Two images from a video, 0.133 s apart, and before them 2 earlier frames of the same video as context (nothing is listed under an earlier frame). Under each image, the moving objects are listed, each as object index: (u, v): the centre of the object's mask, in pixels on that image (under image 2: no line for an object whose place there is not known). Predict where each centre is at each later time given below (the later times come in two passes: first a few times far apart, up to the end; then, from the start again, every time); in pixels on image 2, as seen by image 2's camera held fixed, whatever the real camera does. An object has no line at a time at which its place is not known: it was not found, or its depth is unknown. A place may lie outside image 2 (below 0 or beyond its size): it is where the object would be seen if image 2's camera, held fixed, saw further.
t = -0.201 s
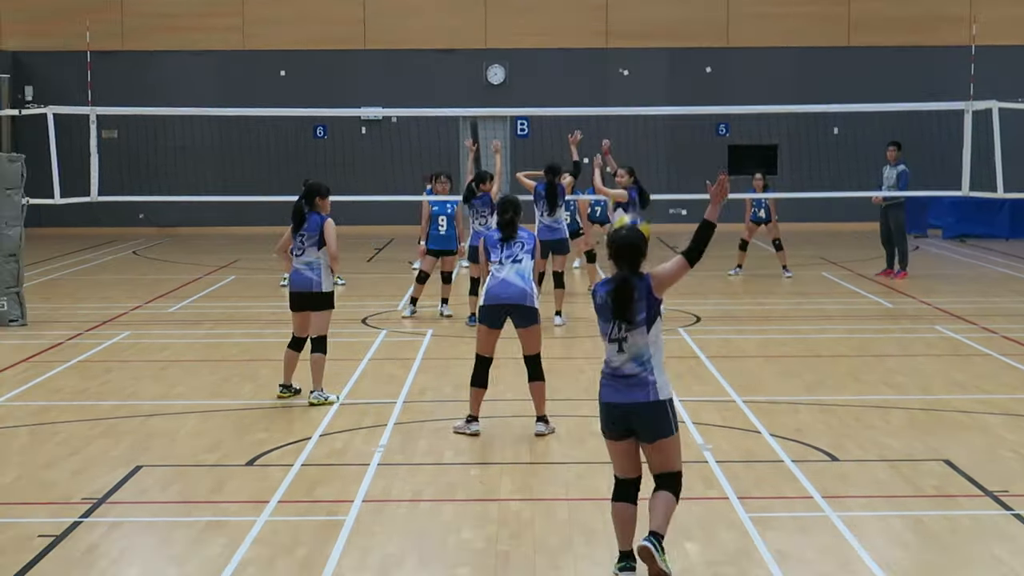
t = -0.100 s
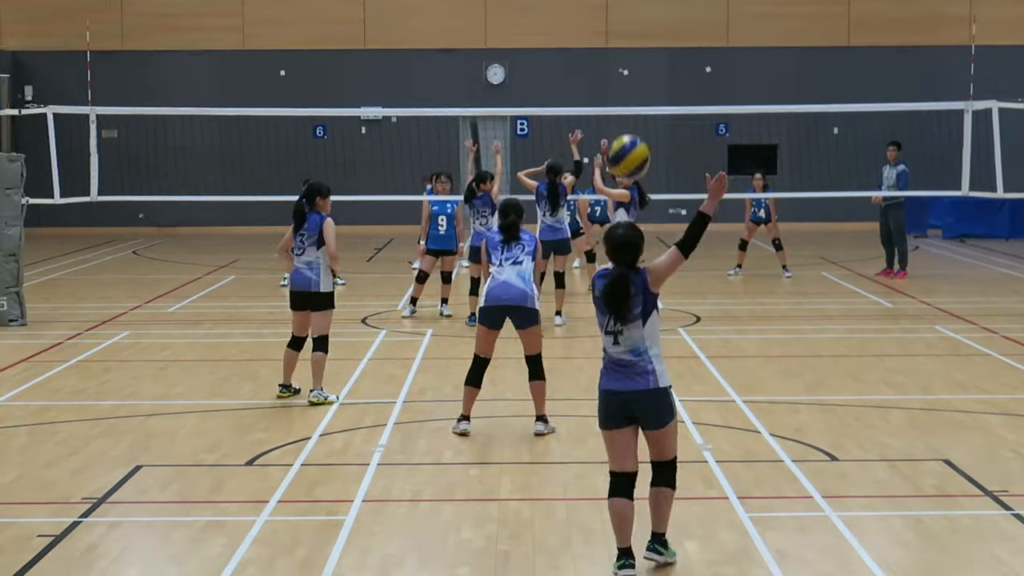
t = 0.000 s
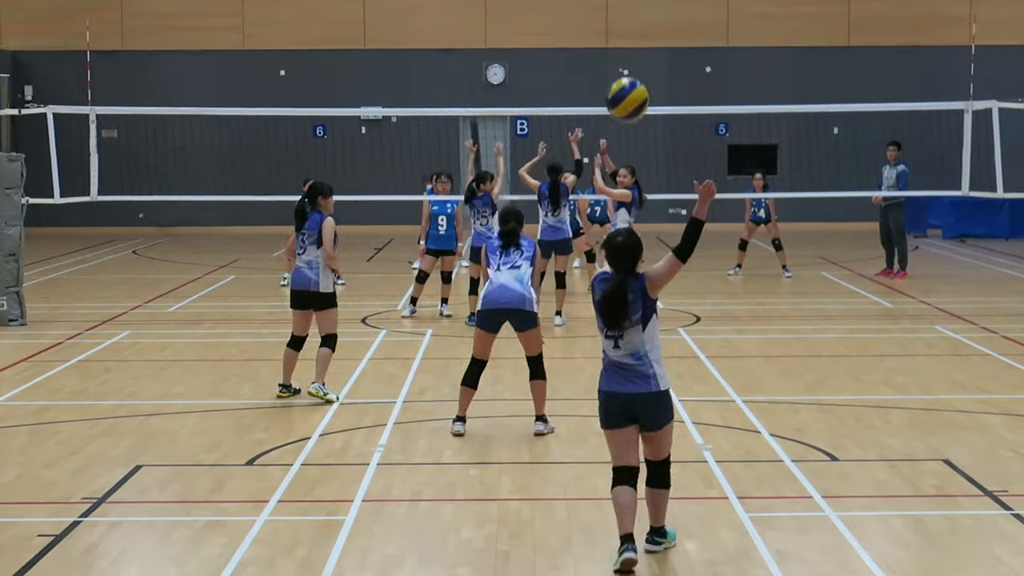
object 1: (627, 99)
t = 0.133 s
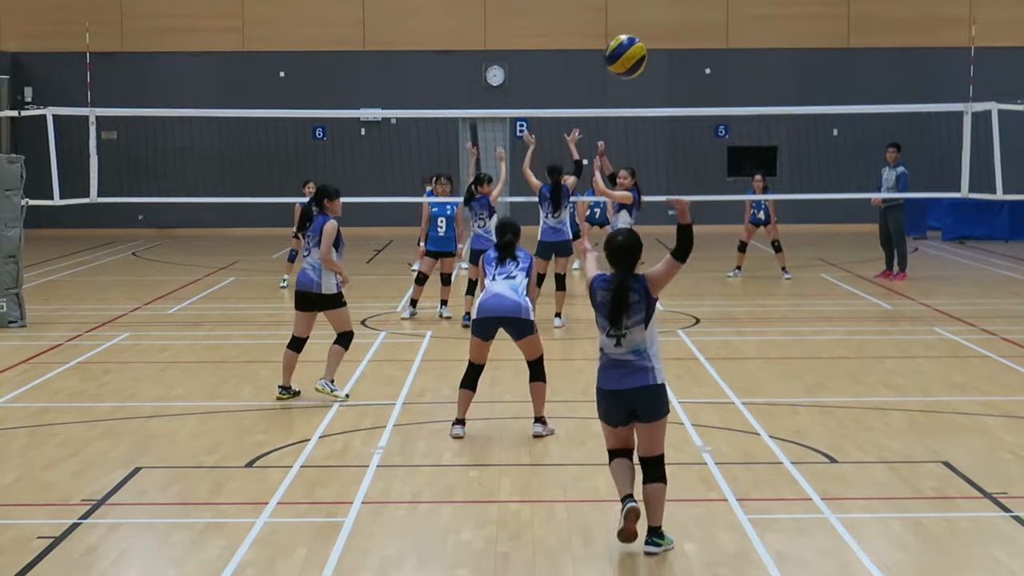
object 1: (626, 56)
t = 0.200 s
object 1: (625, 47)
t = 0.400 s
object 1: (624, 70)
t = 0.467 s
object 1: (624, 94)
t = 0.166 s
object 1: (625, 51)
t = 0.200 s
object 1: (625, 47)
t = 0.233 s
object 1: (625, 45)
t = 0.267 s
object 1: (625, 46)
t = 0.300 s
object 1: (624, 49)
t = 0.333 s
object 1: (624, 54)
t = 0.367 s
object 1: (624, 61)
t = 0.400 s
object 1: (624, 70)
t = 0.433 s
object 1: (624, 81)
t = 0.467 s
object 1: (624, 94)
